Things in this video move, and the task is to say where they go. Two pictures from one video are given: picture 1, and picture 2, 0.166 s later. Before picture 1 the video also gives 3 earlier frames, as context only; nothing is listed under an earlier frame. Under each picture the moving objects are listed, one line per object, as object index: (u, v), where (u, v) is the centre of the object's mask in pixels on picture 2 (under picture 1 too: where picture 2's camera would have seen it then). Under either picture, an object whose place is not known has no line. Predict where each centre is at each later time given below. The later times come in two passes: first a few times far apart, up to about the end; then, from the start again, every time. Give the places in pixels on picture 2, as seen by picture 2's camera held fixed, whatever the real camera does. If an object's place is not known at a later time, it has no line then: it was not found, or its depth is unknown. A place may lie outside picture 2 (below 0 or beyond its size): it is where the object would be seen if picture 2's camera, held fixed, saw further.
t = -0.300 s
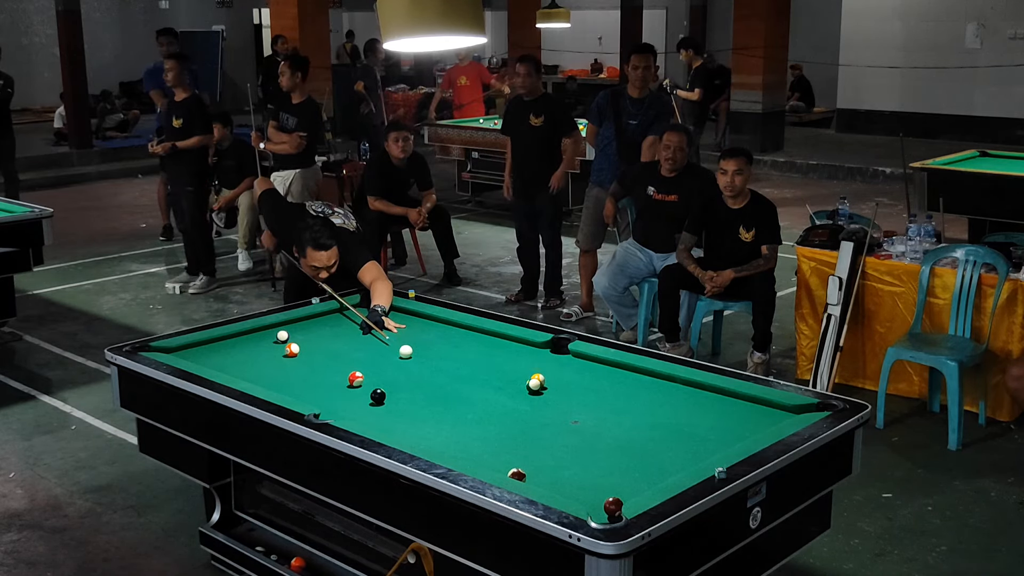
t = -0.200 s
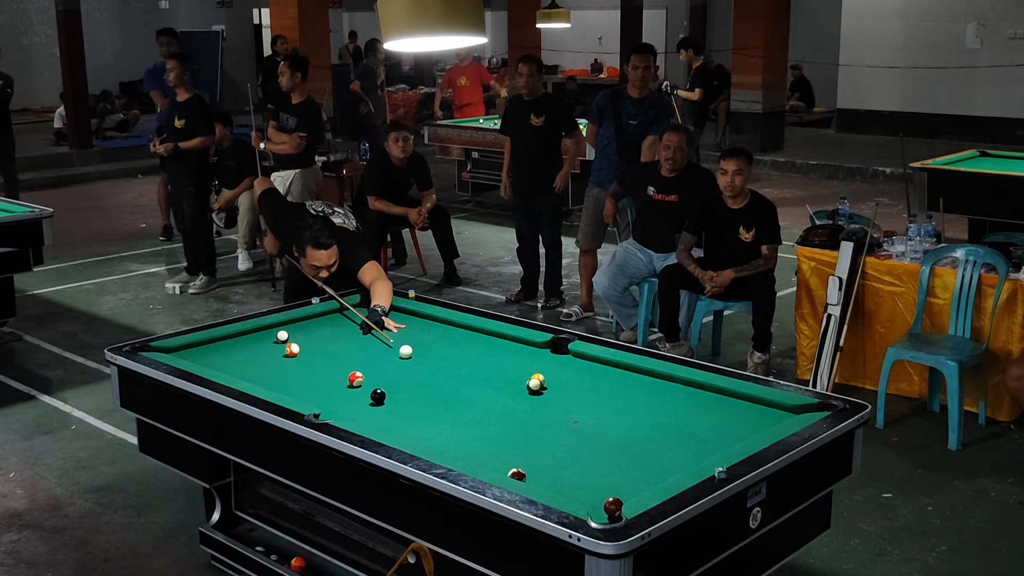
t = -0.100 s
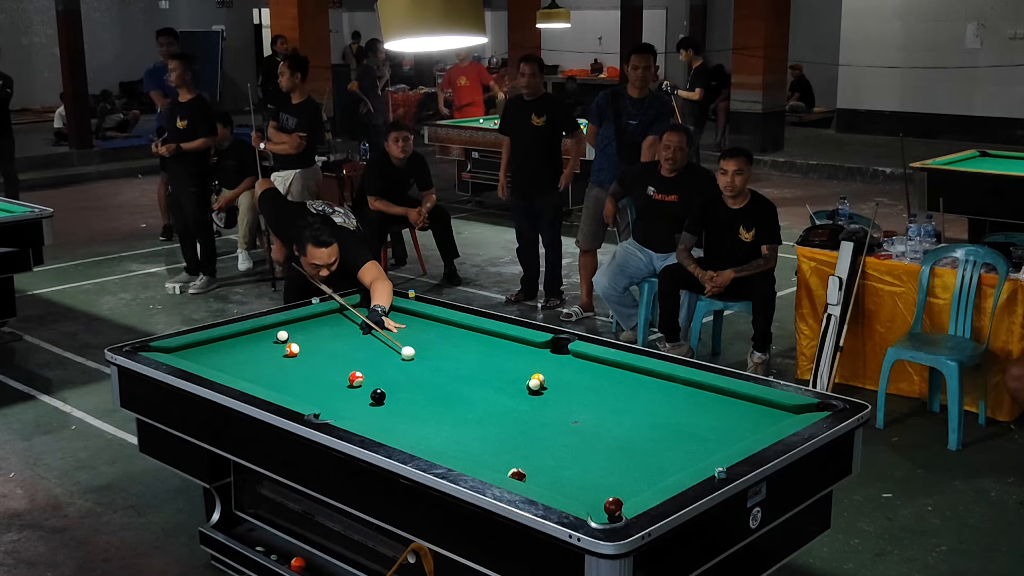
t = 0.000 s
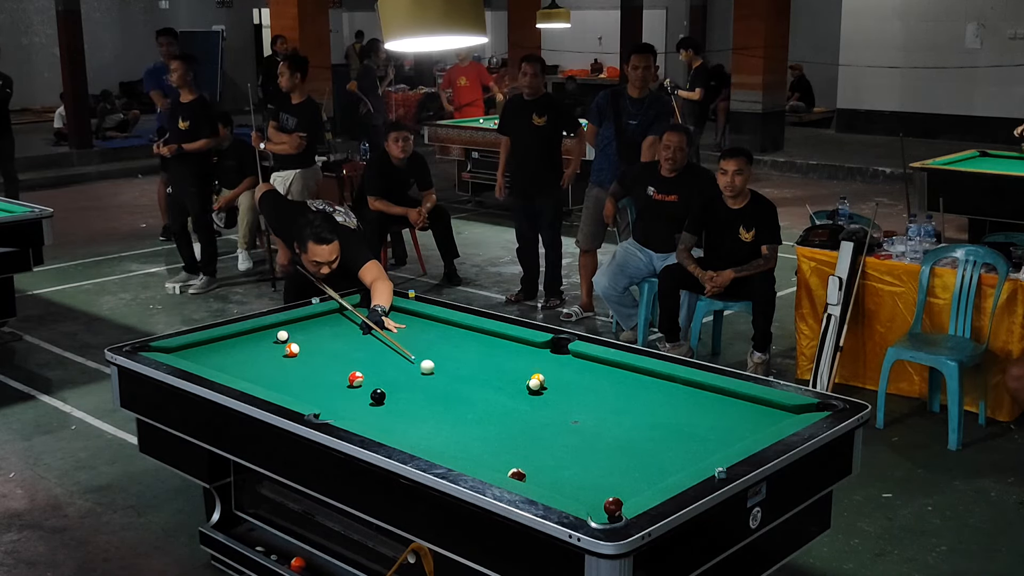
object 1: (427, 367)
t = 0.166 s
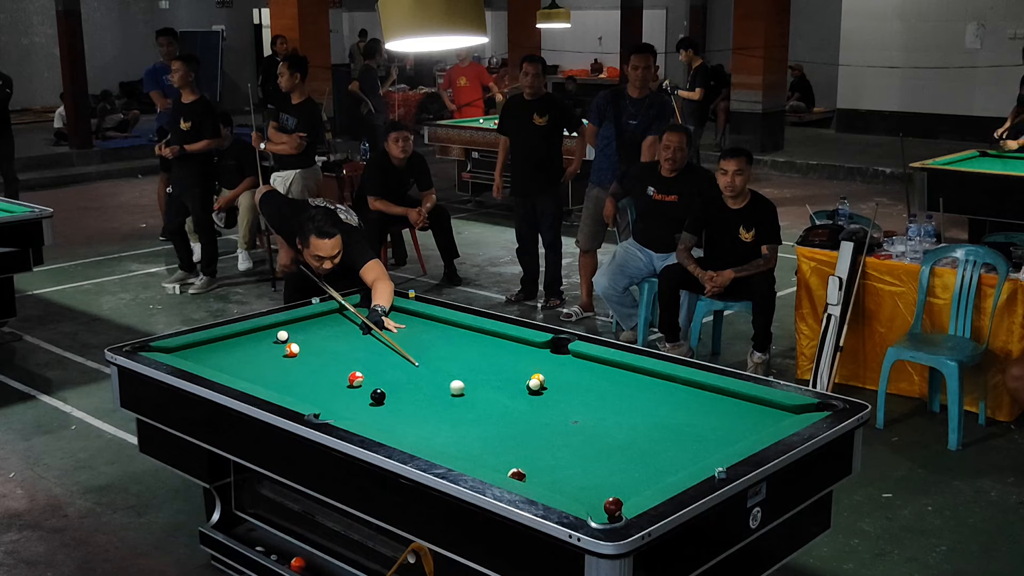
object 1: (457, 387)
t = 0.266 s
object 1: (476, 401)
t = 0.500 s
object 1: (525, 435)
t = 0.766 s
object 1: (591, 482)
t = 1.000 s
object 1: (616, 490)
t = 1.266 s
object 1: (596, 474)
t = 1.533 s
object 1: (579, 460)
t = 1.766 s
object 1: (567, 450)
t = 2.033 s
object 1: (555, 440)
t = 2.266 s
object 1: (545, 433)
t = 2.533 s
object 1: (536, 426)
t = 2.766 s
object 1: (529, 422)
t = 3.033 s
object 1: (524, 418)
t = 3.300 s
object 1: (520, 415)
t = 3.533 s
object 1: (518, 413)
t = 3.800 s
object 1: (518, 413)
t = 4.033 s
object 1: (518, 413)
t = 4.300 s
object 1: (518, 413)
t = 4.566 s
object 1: (518, 413)
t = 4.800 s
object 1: (518, 413)
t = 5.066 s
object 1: (518, 413)
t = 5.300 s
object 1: (518, 413)
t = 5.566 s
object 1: (518, 413)
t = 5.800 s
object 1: (518, 413)
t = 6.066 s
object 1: (518, 413)
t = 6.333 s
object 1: (518, 413)
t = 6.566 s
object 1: (518, 413)
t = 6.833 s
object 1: (518, 413)
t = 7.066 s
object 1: (518, 413)
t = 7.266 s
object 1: (518, 413)
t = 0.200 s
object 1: (463, 392)
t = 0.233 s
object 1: (470, 396)
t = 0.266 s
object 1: (476, 401)
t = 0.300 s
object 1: (483, 405)
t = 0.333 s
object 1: (489, 410)
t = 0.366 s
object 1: (496, 415)
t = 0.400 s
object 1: (503, 420)
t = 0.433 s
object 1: (510, 425)
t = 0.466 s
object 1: (518, 430)
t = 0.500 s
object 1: (525, 435)
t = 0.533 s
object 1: (533, 441)
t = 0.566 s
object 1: (541, 446)
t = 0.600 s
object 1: (548, 452)
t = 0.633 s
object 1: (557, 457)
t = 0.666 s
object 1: (565, 464)
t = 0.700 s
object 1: (574, 470)
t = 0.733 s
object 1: (582, 476)
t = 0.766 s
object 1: (591, 482)
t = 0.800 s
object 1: (600, 489)
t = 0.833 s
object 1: (609, 493)
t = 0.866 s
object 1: (620, 496)
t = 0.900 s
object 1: (625, 496)
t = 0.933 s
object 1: (622, 495)
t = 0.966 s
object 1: (619, 493)
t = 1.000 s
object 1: (616, 490)
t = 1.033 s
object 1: (613, 488)
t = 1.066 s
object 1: (611, 486)
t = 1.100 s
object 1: (608, 484)
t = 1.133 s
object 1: (606, 482)
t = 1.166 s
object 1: (603, 480)
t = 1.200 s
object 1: (601, 478)
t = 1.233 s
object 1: (598, 476)
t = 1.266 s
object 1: (596, 474)
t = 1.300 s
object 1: (594, 472)
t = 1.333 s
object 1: (591, 470)
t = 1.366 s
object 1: (589, 469)
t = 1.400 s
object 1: (587, 467)
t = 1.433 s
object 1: (585, 465)
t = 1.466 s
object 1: (583, 463)
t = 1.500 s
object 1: (581, 462)
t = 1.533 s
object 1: (579, 460)
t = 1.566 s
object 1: (578, 459)
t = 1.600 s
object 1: (576, 457)
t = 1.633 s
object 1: (574, 456)
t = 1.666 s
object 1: (572, 454)
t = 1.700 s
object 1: (570, 453)
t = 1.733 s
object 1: (568, 452)
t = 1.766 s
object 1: (567, 450)
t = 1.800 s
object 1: (565, 449)
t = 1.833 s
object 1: (564, 448)
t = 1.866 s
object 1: (562, 446)
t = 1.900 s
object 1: (560, 445)
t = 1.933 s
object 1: (559, 444)
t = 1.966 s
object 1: (557, 443)
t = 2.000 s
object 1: (556, 441)
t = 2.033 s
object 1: (555, 440)
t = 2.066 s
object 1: (553, 439)
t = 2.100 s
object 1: (552, 438)
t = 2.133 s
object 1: (550, 437)
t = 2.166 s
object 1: (549, 436)
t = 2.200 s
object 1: (548, 435)
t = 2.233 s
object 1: (546, 434)
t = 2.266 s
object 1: (545, 433)
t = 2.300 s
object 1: (544, 432)
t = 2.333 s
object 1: (542, 431)
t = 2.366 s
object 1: (541, 430)
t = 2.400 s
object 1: (540, 430)
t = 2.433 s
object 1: (539, 429)
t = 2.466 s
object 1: (538, 428)
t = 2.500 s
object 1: (537, 427)
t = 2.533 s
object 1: (536, 426)
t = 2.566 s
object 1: (535, 426)
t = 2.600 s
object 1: (534, 425)
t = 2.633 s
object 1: (533, 424)
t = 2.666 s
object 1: (532, 424)
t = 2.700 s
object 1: (531, 423)
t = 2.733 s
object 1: (530, 422)
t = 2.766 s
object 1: (529, 422)
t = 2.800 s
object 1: (529, 421)
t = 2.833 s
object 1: (528, 421)
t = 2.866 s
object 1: (527, 420)
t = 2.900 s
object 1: (526, 420)
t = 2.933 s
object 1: (526, 419)
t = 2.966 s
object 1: (525, 419)
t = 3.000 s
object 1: (524, 418)
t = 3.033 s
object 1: (524, 418)
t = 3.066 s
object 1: (523, 417)
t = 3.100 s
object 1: (522, 417)
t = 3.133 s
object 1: (522, 417)
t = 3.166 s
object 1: (522, 416)
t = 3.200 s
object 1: (521, 416)
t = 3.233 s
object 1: (521, 415)
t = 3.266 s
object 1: (520, 415)
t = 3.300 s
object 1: (520, 415)
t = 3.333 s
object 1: (520, 414)
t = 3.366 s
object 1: (519, 414)
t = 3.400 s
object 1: (519, 414)
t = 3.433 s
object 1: (519, 414)
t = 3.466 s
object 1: (519, 414)
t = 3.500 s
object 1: (518, 414)
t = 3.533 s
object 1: (518, 413)
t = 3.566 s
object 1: (518, 413)
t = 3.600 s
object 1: (518, 413)
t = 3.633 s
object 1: (518, 413)
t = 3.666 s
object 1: (518, 413)
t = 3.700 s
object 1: (518, 413)
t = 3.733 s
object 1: (518, 413)
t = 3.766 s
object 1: (518, 413)
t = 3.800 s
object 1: (518, 413)
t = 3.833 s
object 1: (518, 413)
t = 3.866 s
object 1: (518, 413)
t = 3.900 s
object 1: (518, 413)
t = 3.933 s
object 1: (518, 413)
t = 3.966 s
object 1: (518, 413)
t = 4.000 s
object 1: (518, 413)
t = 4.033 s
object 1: (518, 413)
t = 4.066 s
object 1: (518, 413)
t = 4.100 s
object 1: (518, 413)
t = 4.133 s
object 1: (518, 413)
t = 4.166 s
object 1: (518, 413)
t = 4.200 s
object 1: (518, 413)
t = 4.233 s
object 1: (518, 413)
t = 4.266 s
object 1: (518, 413)
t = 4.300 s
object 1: (518, 413)
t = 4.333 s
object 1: (518, 413)
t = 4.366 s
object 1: (518, 413)
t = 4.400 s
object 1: (518, 413)
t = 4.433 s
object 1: (518, 413)
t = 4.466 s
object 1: (518, 413)
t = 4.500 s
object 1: (518, 413)
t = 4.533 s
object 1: (518, 413)
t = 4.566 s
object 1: (518, 413)
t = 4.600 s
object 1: (518, 413)
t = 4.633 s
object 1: (518, 413)
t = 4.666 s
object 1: (518, 413)
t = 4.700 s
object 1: (518, 413)
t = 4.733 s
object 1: (518, 413)
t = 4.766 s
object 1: (518, 413)
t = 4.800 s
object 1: (518, 413)
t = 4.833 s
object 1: (518, 413)
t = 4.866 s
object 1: (518, 413)
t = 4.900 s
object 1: (518, 413)
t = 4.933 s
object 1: (518, 413)
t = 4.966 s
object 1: (518, 413)
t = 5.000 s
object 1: (518, 413)
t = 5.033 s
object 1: (518, 413)
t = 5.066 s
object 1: (518, 413)
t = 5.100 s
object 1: (518, 413)
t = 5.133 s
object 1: (518, 413)
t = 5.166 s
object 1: (518, 413)
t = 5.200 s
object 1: (518, 413)
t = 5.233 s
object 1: (518, 413)
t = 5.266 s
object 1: (518, 413)
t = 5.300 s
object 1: (518, 413)
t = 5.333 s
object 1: (518, 413)
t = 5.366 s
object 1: (518, 413)
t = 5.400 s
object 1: (518, 413)
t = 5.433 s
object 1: (518, 413)
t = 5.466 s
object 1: (518, 413)
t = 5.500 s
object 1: (518, 413)
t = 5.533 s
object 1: (518, 413)
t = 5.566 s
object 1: (518, 413)
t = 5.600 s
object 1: (518, 413)
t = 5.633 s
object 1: (518, 413)
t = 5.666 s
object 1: (518, 413)
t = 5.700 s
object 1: (518, 413)
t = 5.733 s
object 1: (518, 413)
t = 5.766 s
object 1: (518, 413)
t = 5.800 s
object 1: (518, 413)
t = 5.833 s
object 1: (518, 413)
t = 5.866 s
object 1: (518, 413)
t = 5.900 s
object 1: (518, 413)
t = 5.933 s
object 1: (518, 413)
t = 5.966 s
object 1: (518, 413)
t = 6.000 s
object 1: (518, 413)
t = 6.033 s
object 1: (518, 413)
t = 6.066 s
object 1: (518, 413)
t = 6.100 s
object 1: (518, 413)
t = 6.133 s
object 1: (518, 413)
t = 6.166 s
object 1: (518, 413)
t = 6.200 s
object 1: (518, 413)
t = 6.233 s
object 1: (518, 413)
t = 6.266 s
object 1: (518, 413)
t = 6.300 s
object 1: (518, 413)
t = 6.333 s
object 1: (518, 413)
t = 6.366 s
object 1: (518, 413)
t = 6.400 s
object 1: (518, 413)
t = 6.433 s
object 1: (518, 413)
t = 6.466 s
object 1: (518, 413)
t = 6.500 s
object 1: (518, 413)
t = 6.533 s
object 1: (518, 413)
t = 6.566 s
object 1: (518, 413)
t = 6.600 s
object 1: (518, 413)
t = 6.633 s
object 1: (518, 413)
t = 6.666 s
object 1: (518, 413)
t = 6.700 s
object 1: (518, 413)
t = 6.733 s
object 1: (518, 413)
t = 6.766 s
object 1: (518, 413)
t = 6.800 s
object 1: (518, 413)
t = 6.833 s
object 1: (518, 413)
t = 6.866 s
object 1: (518, 413)
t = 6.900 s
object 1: (518, 413)
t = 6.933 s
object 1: (518, 413)
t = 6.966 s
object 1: (518, 413)
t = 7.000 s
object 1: (518, 413)
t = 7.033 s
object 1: (518, 413)
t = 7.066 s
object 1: (518, 413)
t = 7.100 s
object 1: (518, 413)
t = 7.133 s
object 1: (518, 413)
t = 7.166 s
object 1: (518, 413)
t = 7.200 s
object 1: (518, 413)
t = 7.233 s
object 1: (518, 413)
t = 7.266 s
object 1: (518, 413)
